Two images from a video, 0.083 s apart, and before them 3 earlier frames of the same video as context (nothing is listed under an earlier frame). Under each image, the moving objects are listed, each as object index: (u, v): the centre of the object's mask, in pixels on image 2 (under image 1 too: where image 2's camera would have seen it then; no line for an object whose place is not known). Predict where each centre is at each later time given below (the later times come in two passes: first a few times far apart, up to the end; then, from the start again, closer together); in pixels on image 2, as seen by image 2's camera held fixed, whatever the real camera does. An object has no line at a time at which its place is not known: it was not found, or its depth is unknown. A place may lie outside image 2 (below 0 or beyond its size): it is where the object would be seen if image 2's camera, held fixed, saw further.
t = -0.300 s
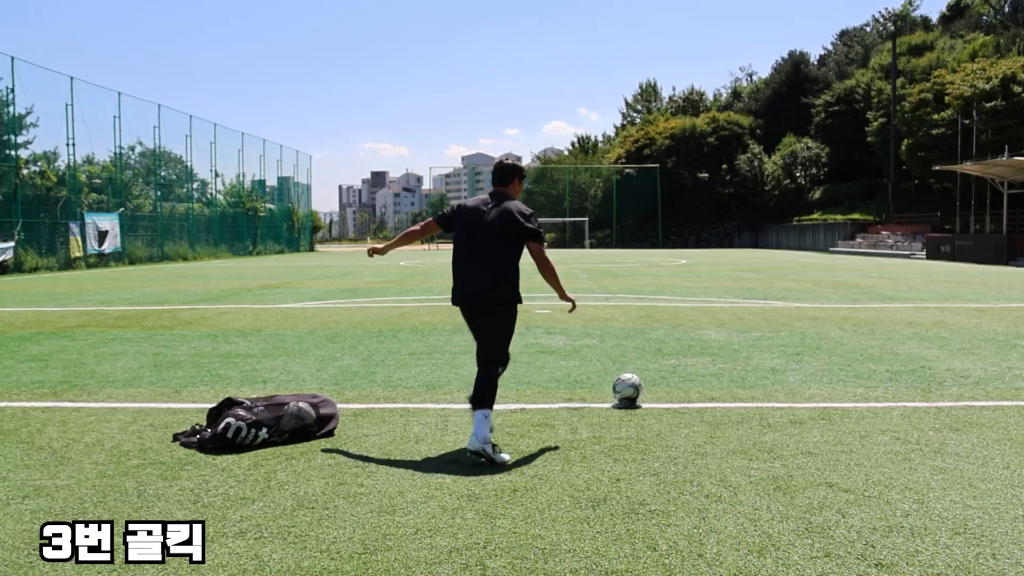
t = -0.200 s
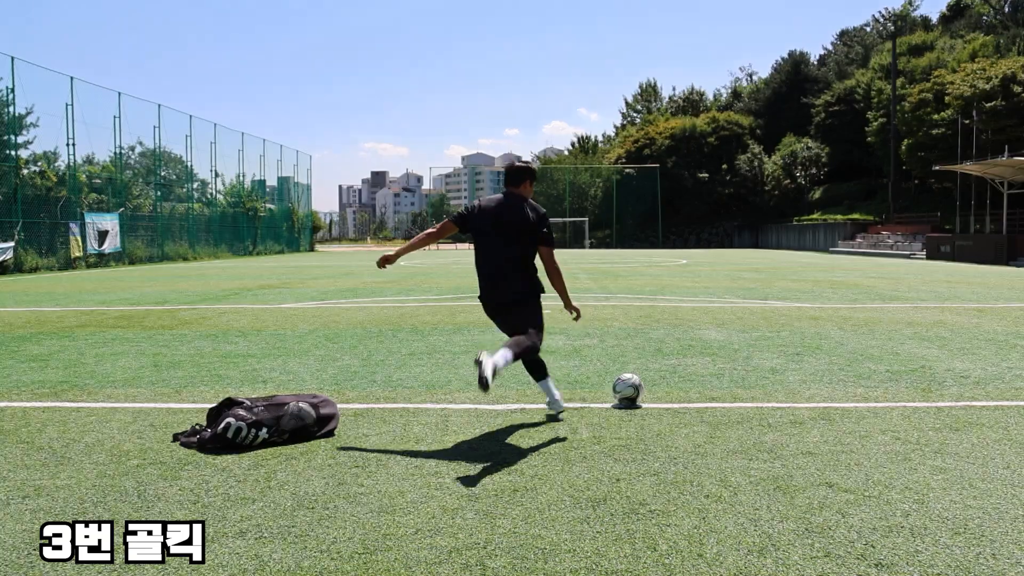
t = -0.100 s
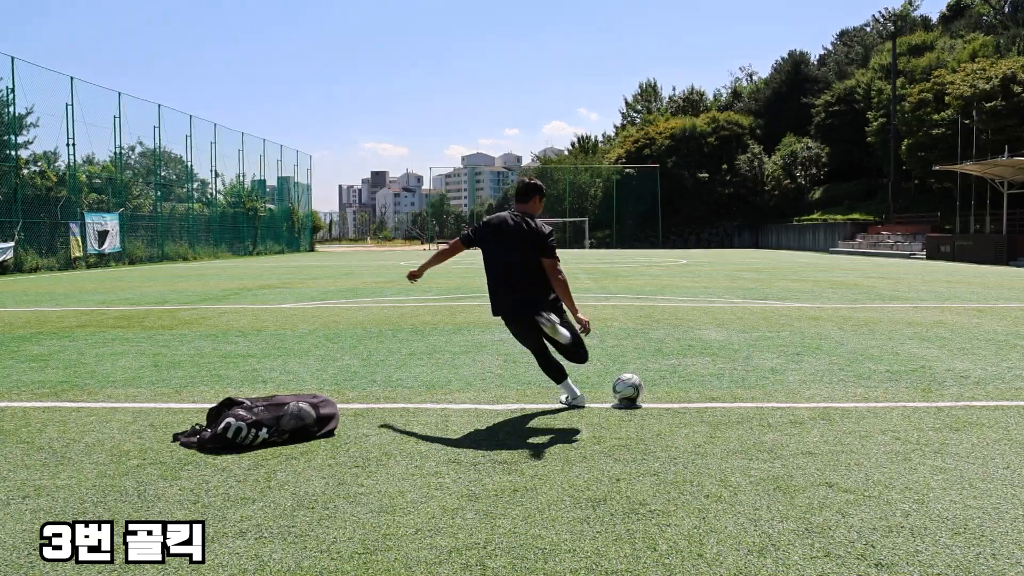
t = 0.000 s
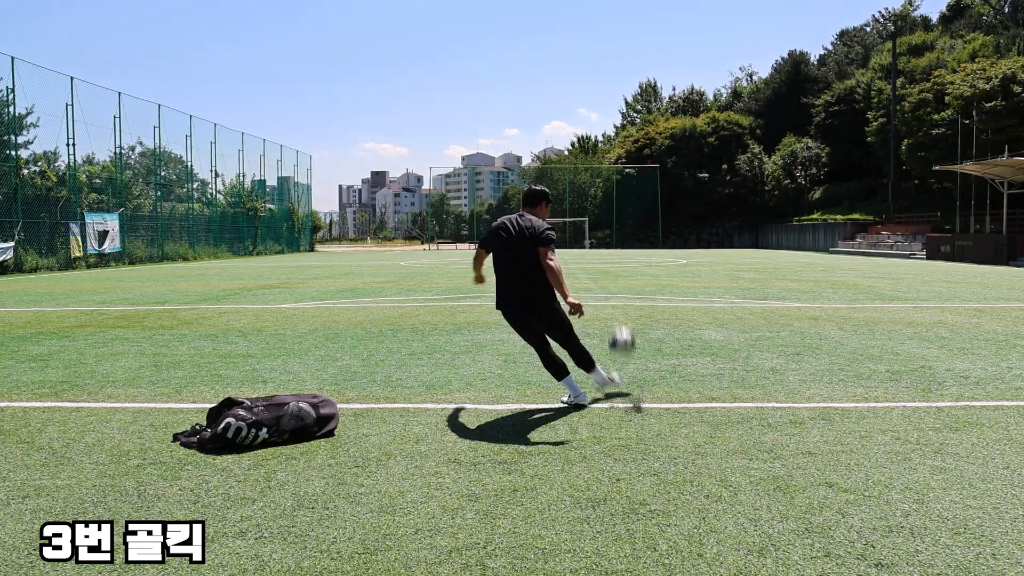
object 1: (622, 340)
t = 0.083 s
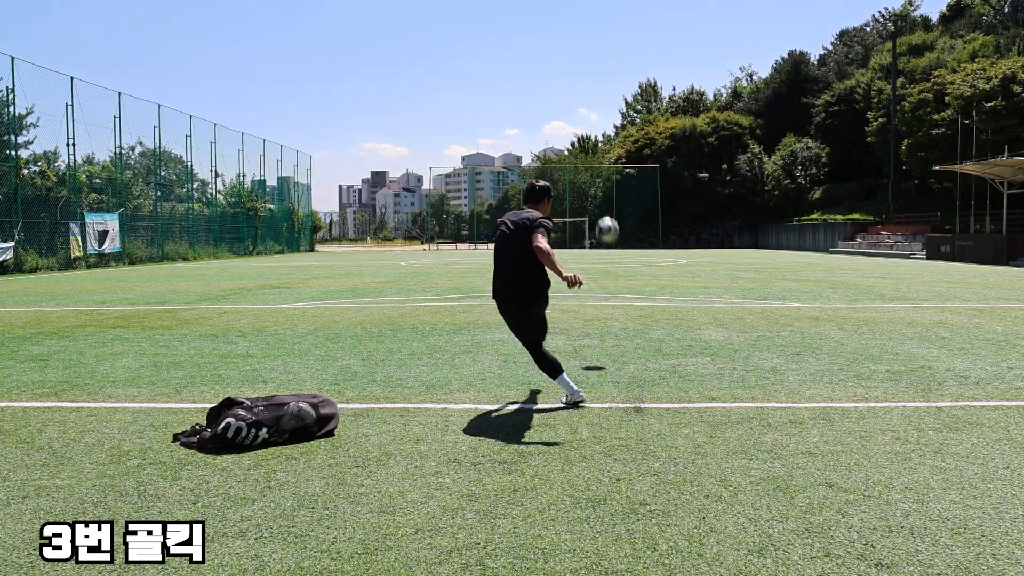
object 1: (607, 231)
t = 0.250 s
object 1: (587, 112)
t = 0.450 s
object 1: (573, 45)
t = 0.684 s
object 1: (561, 11)
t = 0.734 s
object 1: (560, 8)
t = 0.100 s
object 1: (605, 214)
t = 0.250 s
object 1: (587, 112)
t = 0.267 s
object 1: (586, 104)
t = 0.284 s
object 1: (584, 97)
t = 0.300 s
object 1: (583, 90)
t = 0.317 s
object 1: (582, 84)
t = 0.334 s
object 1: (581, 78)
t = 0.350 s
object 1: (579, 72)
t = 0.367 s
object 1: (578, 67)
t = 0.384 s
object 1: (577, 62)
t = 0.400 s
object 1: (576, 57)
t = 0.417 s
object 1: (575, 53)
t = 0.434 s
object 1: (574, 49)
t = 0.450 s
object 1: (573, 45)
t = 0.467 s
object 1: (572, 42)
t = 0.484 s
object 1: (571, 38)
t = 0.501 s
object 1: (570, 35)
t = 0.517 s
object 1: (569, 32)
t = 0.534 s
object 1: (568, 29)
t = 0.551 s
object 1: (568, 27)
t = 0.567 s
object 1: (567, 24)
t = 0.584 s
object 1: (566, 22)
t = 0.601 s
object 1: (565, 20)
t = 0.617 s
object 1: (564, 18)
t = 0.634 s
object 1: (564, 16)
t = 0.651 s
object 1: (563, 14)
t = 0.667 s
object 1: (562, 13)
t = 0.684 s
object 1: (561, 11)
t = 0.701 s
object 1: (561, 10)
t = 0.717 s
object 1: (560, 9)
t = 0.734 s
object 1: (560, 8)
